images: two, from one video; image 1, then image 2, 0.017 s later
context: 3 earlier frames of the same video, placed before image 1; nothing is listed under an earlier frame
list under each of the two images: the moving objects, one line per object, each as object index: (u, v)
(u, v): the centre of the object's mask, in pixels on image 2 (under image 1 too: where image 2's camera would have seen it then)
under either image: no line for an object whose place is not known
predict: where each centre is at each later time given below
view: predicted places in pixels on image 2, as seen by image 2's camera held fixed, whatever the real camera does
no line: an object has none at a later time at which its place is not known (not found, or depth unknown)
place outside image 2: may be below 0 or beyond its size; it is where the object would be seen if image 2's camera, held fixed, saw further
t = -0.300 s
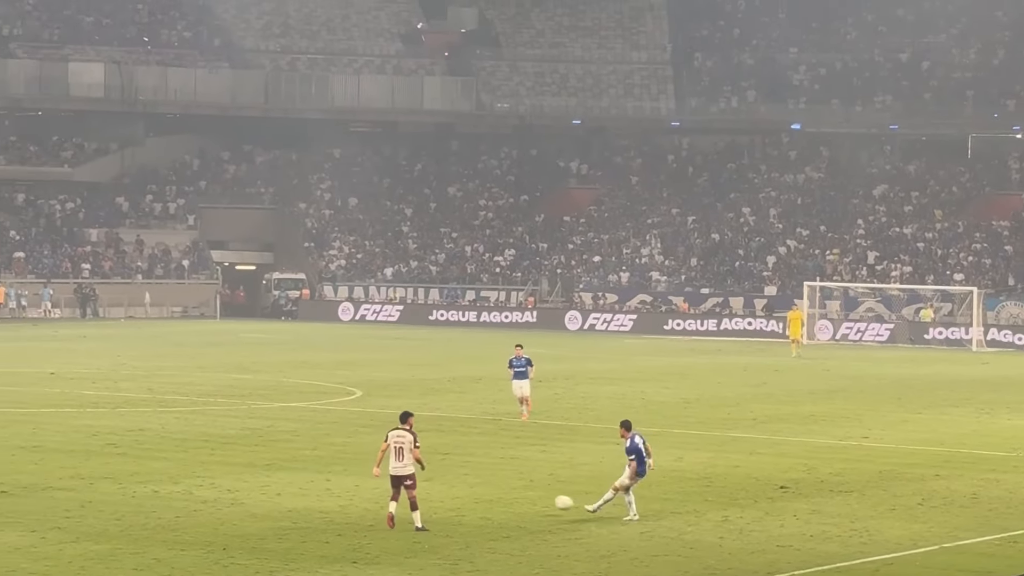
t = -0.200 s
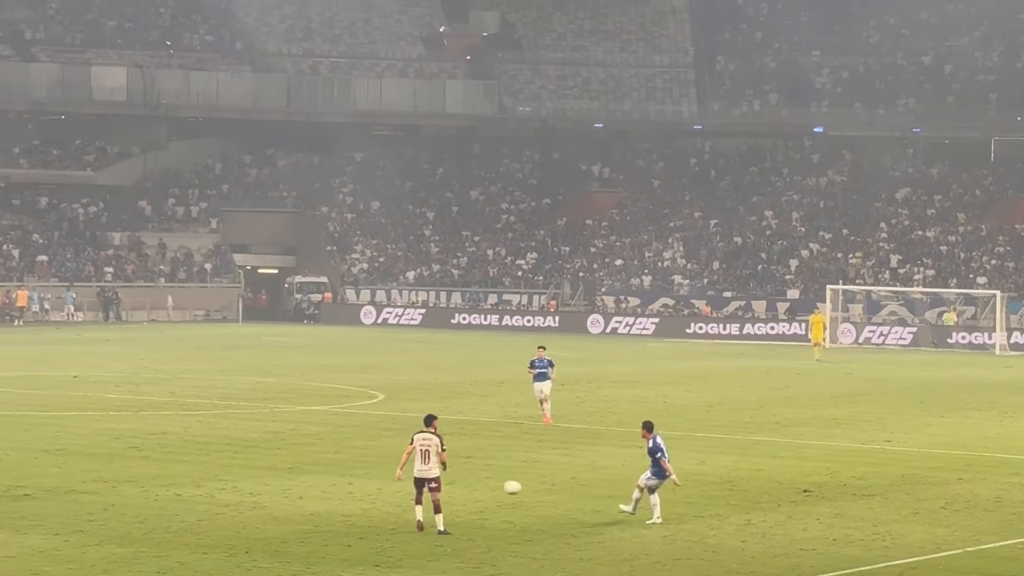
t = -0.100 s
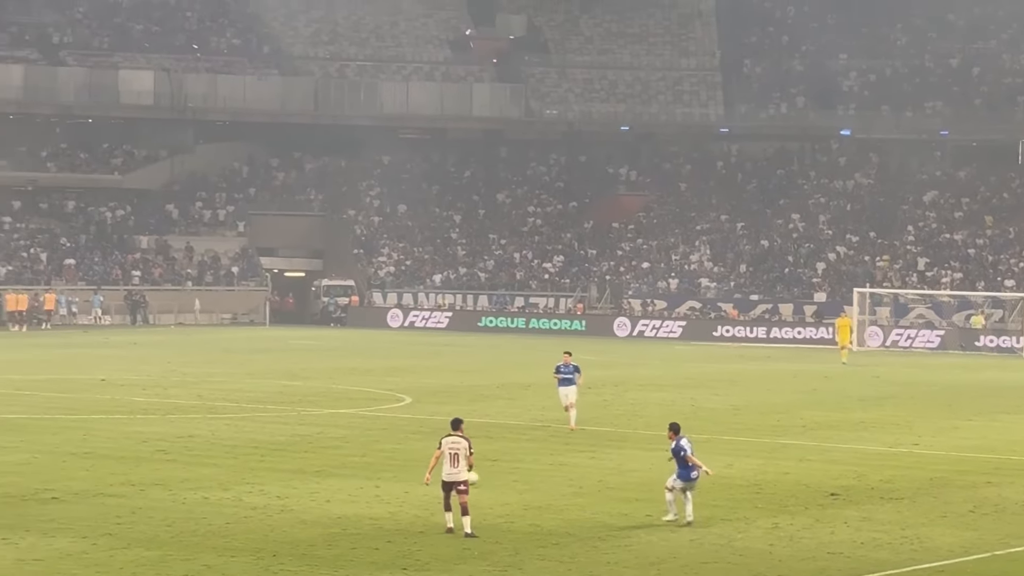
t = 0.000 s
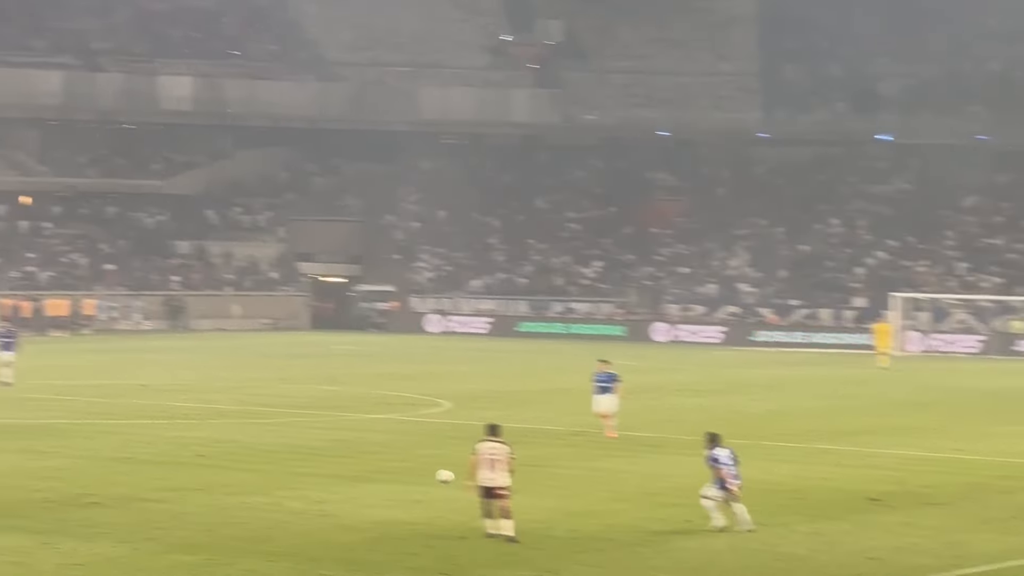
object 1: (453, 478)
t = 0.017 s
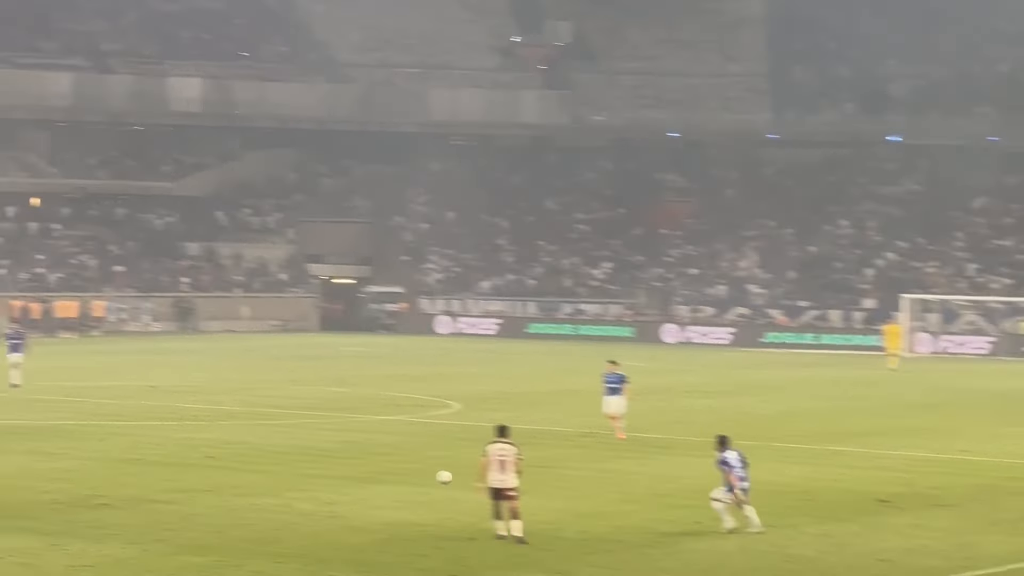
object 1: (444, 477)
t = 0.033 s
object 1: (434, 477)
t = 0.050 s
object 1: (424, 477)
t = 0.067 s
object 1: (414, 476)
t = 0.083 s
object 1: (404, 476)
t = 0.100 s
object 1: (395, 477)
